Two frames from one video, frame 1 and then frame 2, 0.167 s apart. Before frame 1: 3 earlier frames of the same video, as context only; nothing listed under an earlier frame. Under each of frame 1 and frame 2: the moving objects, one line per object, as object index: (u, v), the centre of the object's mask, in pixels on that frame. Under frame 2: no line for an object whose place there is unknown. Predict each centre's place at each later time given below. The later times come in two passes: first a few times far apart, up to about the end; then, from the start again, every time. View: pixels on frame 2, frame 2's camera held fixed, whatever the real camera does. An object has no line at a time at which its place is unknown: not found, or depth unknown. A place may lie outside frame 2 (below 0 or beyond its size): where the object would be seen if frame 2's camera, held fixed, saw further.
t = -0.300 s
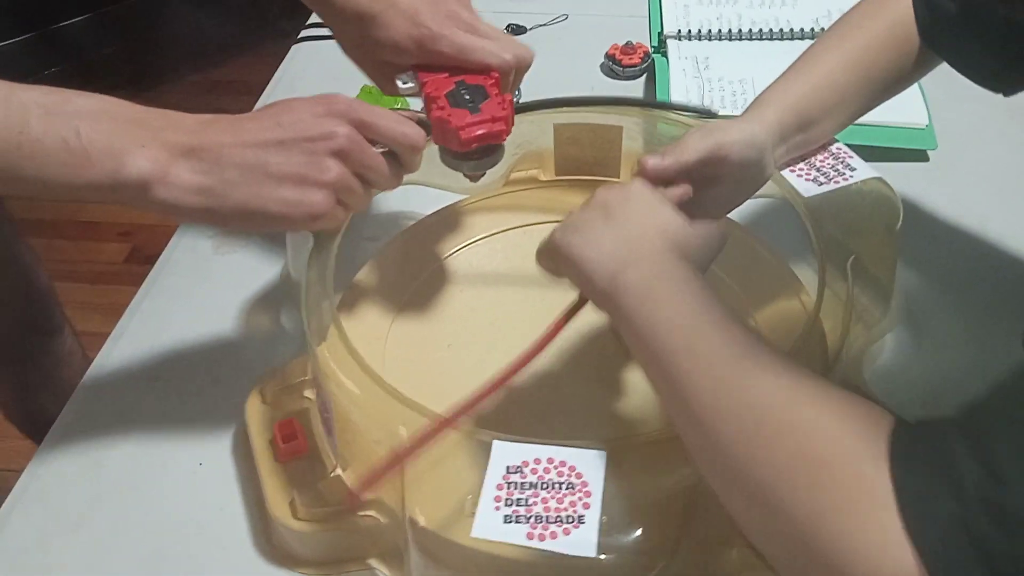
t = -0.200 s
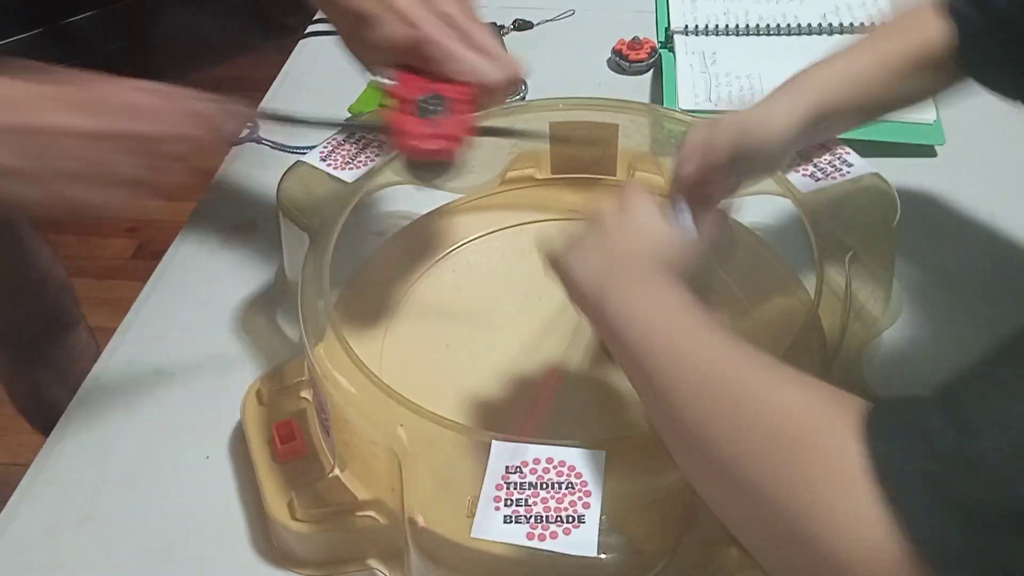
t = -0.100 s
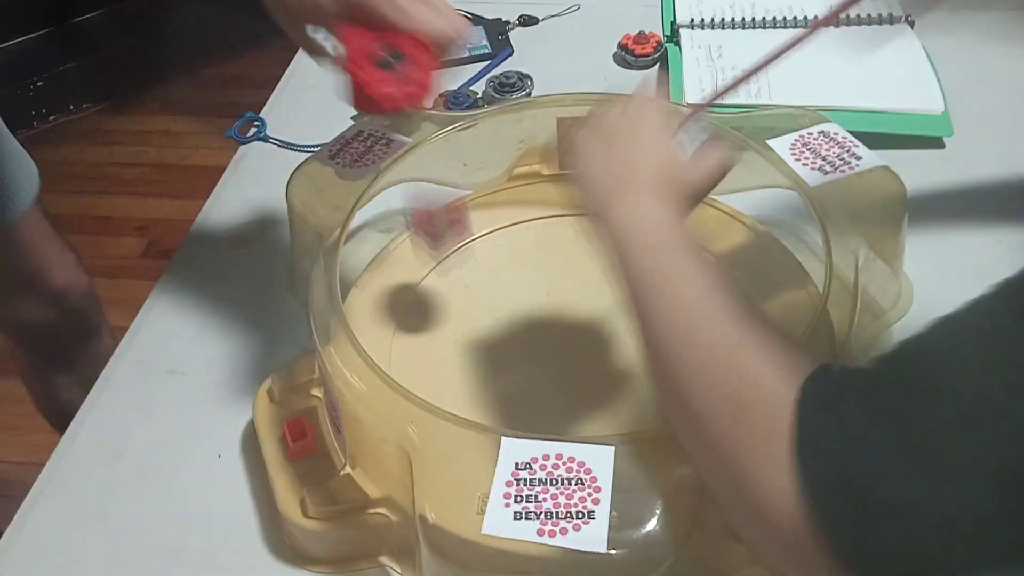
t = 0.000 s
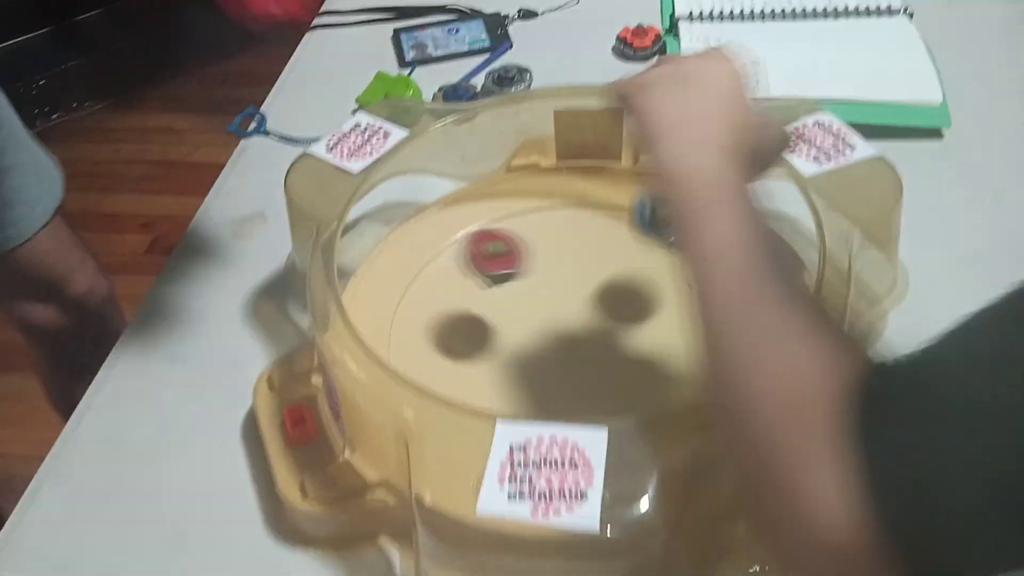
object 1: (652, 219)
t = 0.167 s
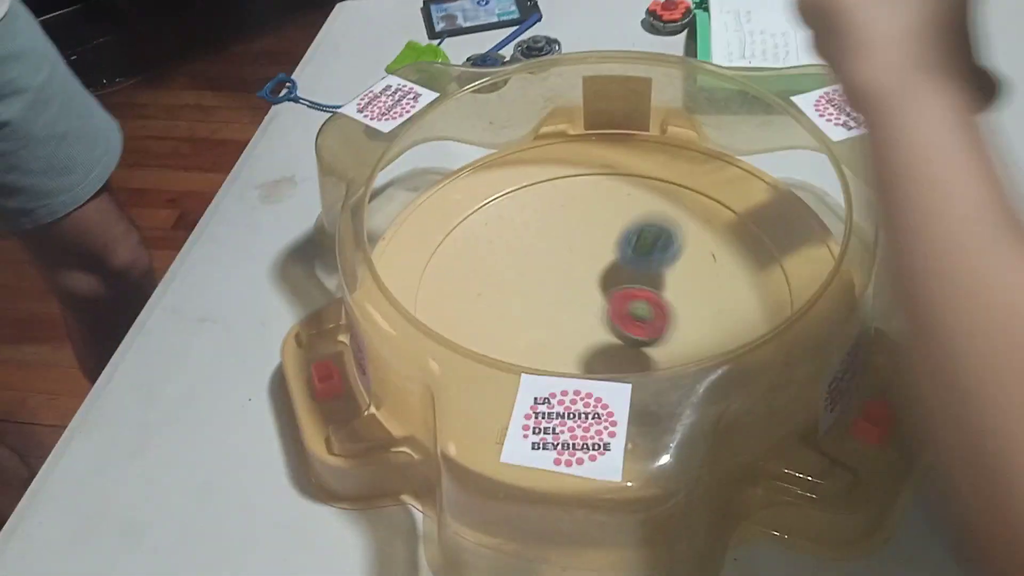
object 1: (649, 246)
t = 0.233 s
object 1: (644, 271)
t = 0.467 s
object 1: (683, 296)
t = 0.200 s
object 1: (643, 264)
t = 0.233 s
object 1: (644, 271)
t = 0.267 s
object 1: (643, 284)
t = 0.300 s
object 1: (646, 293)
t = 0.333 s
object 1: (653, 298)
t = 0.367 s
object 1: (658, 300)
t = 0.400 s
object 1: (669, 302)
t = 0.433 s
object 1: (677, 300)
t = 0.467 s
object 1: (683, 296)
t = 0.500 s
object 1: (683, 292)
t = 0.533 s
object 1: (678, 288)
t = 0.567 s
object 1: (669, 289)
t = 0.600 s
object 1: (658, 293)
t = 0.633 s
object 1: (648, 302)
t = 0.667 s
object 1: (645, 312)
